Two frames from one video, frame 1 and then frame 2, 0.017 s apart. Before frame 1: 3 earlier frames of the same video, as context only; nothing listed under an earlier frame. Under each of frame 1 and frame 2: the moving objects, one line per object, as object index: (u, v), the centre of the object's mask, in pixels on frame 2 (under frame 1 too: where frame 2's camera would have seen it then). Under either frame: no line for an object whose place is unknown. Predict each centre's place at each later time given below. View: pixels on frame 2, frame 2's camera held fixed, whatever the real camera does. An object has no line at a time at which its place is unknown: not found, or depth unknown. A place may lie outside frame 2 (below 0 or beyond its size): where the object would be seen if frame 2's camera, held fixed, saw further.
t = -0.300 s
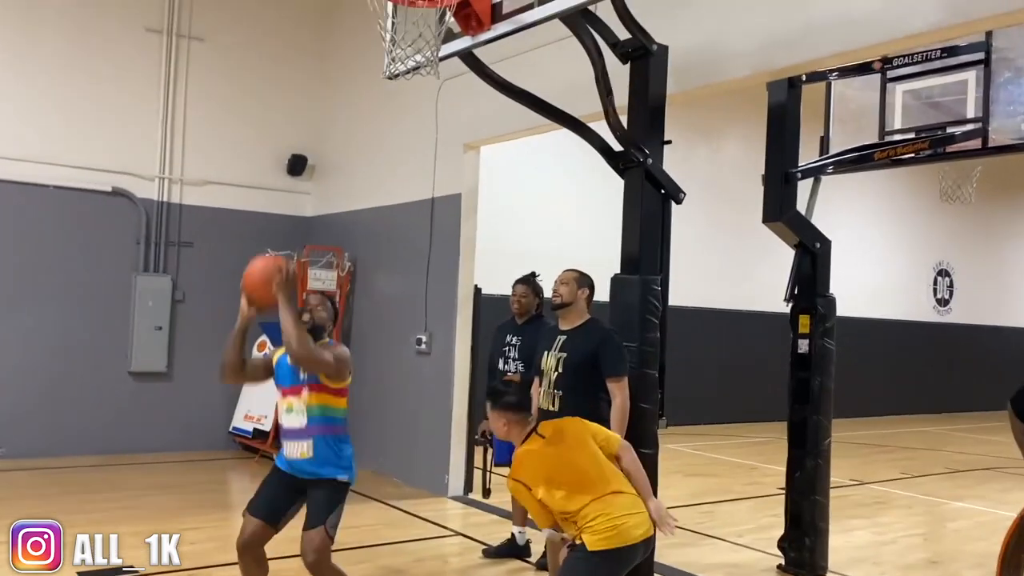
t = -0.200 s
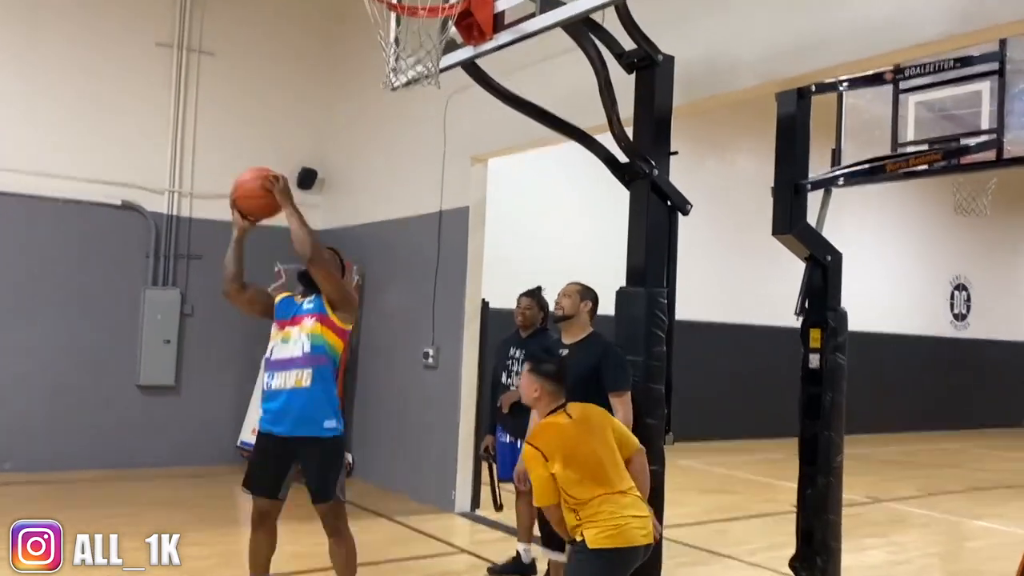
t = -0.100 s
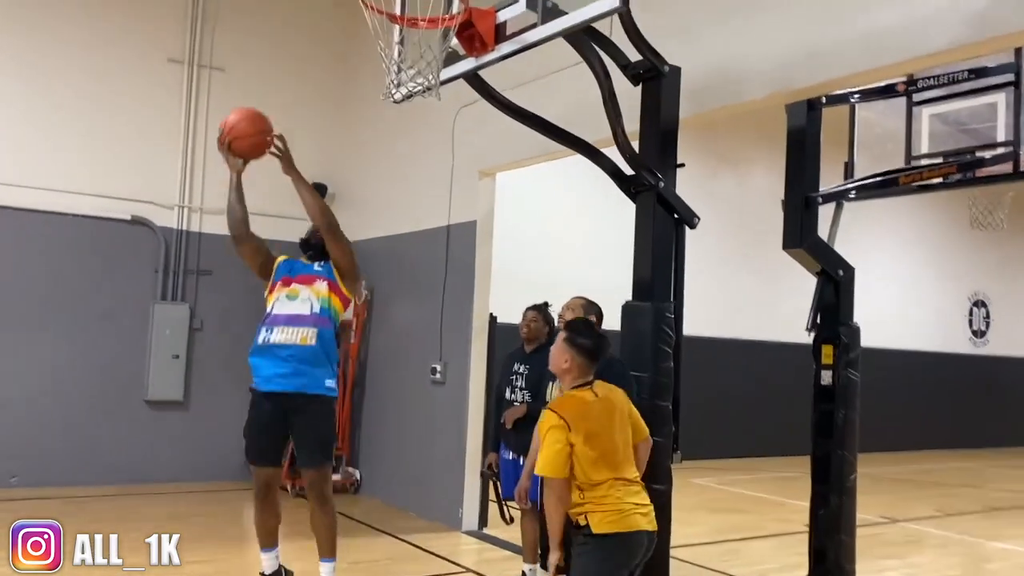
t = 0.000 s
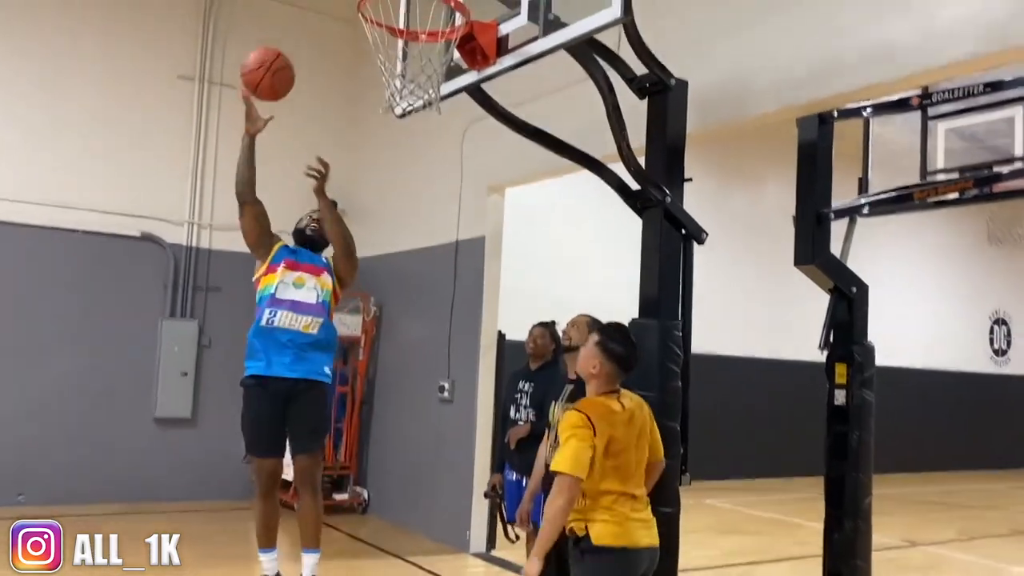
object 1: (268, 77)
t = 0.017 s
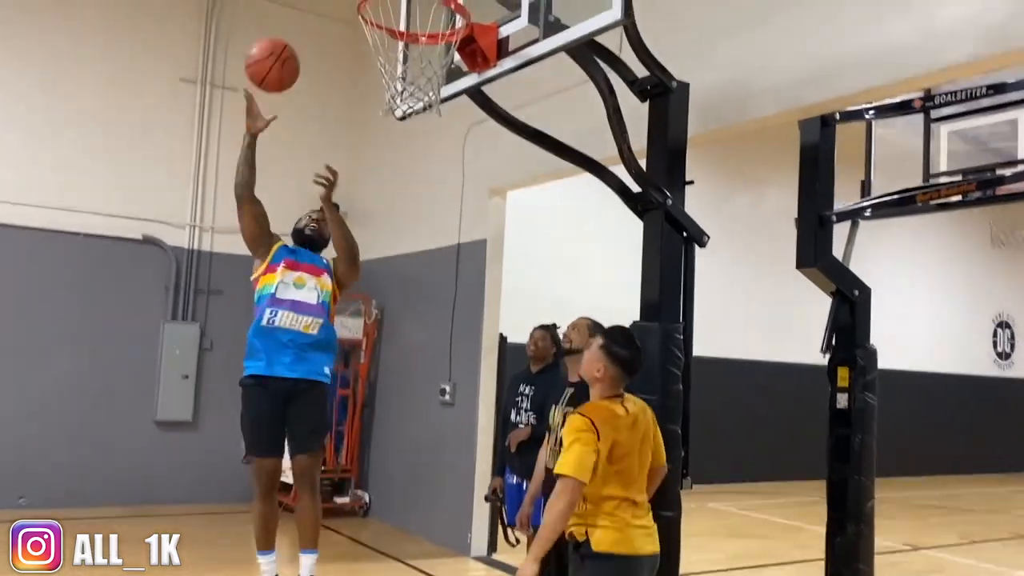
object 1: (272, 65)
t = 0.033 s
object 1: (277, 54)
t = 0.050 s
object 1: (281, 44)
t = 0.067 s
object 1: (285, 35)
